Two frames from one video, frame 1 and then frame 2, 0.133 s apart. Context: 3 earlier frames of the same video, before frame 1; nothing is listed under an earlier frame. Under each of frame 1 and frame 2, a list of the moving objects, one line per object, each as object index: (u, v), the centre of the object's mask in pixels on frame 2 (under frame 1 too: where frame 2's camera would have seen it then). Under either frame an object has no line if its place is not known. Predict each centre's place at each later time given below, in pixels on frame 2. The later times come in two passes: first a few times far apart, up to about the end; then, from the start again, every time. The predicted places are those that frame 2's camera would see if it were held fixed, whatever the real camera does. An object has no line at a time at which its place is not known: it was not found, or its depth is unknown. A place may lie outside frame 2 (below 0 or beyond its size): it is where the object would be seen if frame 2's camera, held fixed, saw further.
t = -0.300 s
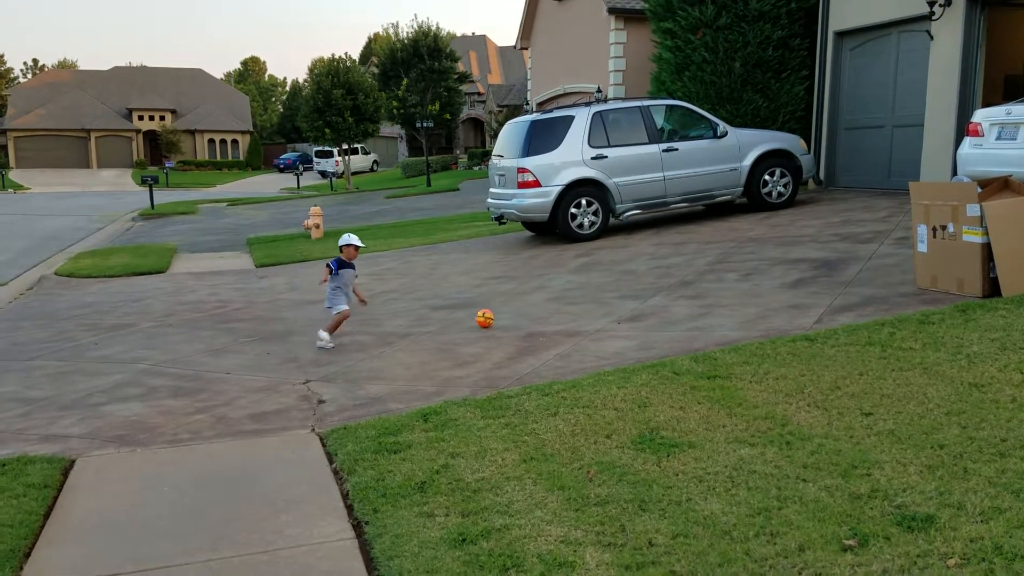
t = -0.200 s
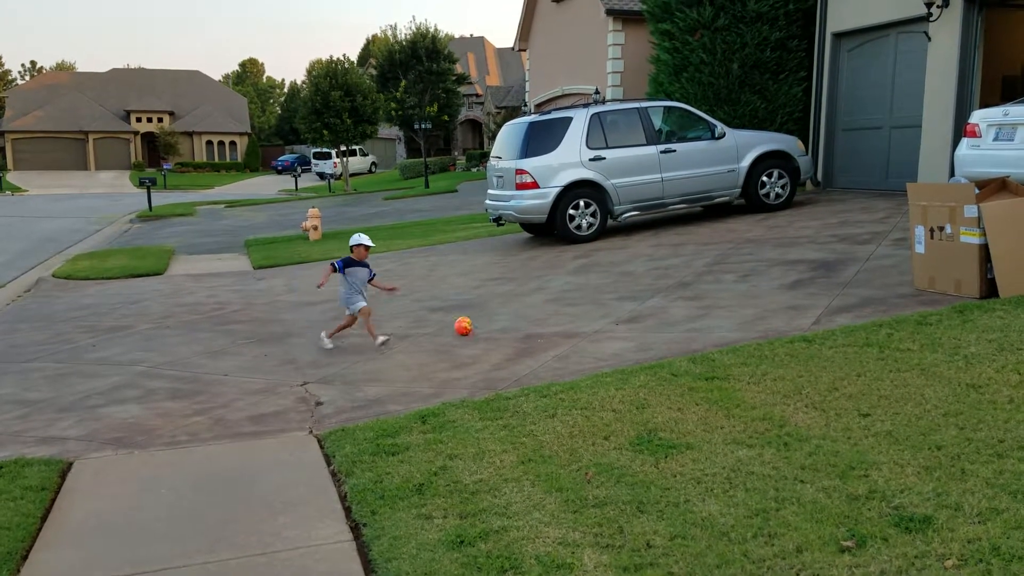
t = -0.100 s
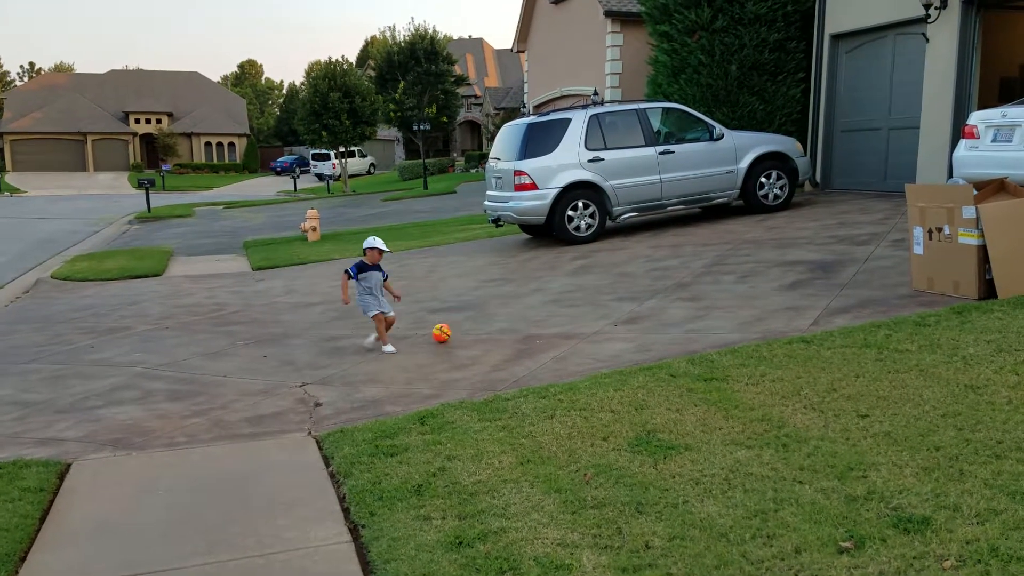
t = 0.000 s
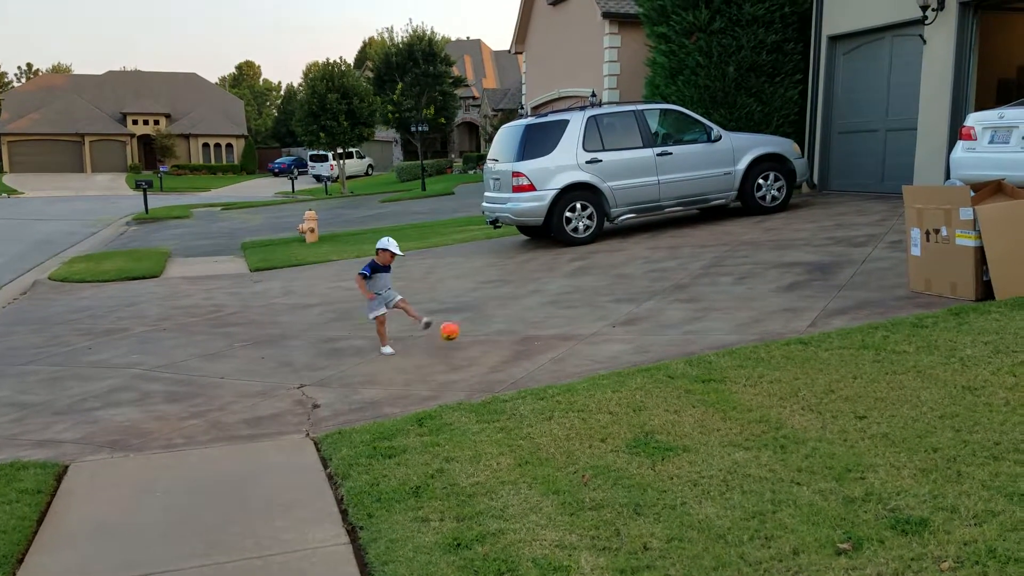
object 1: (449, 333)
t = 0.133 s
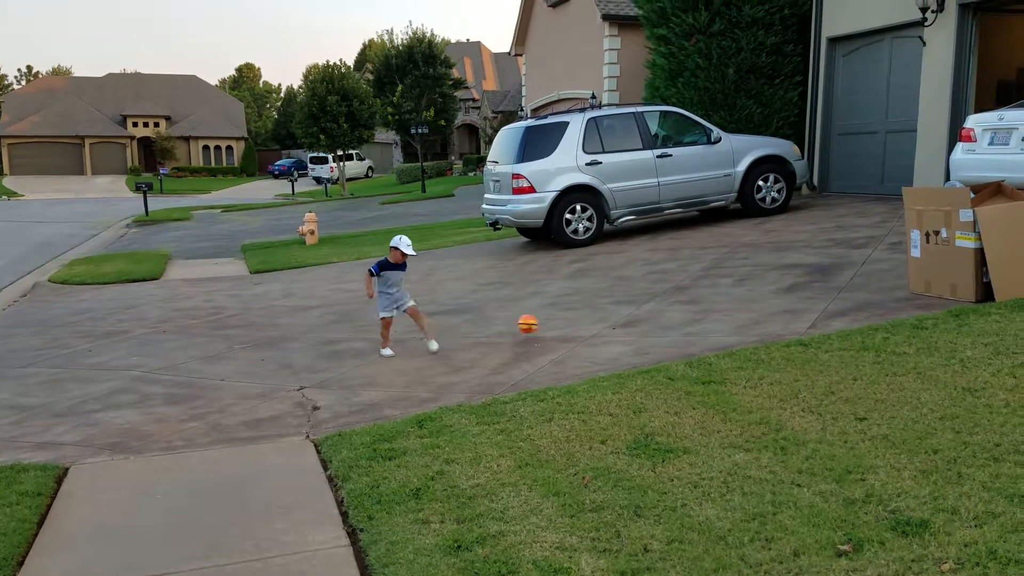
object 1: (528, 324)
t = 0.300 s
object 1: (607, 317)
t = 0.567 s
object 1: (716, 311)
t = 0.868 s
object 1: (836, 300)
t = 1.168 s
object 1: (949, 291)
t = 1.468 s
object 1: (921, 302)
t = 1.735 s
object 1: (904, 309)
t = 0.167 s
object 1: (547, 326)
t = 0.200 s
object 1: (567, 327)
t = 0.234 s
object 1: (580, 322)
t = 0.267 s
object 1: (594, 318)
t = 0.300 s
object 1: (607, 317)
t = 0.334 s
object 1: (620, 315)
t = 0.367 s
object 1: (634, 315)
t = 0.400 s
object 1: (648, 318)
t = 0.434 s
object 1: (661, 317)
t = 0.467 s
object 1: (674, 313)
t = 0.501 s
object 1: (689, 311)
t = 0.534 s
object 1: (702, 310)
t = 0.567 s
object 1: (716, 311)
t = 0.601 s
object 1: (730, 311)
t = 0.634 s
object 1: (743, 308)
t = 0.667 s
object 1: (757, 306)
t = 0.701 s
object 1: (769, 307)
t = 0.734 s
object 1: (783, 305)
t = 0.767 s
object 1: (796, 303)
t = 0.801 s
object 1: (809, 301)
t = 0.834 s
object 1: (823, 302)
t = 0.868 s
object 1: (836, 300)
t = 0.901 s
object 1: (849, 299)
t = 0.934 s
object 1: (862, 299)
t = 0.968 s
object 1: (875, 297)
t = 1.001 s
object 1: (888, 296)
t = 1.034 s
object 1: (901, 296)
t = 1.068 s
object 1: (913, 294)
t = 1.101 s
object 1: (925, 294)
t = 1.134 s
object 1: (938, 293)
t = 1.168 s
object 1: (949, 291)
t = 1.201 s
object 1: (945, 289)
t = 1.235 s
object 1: (941, 289)
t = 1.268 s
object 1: (937, 291)
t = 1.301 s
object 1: (932, 294)
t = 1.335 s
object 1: (927, 299)
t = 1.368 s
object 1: (926, 298)
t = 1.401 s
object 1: (925, 299)
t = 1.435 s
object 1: (923, 300)
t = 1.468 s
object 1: (921, 302)
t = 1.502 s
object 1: (920, 302)
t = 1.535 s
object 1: (918, 302)
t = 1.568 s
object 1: (916, 305)
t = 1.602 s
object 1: (915, 305)
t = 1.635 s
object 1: (913, 305)
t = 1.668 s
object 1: (910, 307)
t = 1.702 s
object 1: (907, 307)
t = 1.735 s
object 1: (904, 309)
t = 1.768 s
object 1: (902, 309)
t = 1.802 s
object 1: (899, 310)
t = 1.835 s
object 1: (896, 311)
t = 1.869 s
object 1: (893, 311)
